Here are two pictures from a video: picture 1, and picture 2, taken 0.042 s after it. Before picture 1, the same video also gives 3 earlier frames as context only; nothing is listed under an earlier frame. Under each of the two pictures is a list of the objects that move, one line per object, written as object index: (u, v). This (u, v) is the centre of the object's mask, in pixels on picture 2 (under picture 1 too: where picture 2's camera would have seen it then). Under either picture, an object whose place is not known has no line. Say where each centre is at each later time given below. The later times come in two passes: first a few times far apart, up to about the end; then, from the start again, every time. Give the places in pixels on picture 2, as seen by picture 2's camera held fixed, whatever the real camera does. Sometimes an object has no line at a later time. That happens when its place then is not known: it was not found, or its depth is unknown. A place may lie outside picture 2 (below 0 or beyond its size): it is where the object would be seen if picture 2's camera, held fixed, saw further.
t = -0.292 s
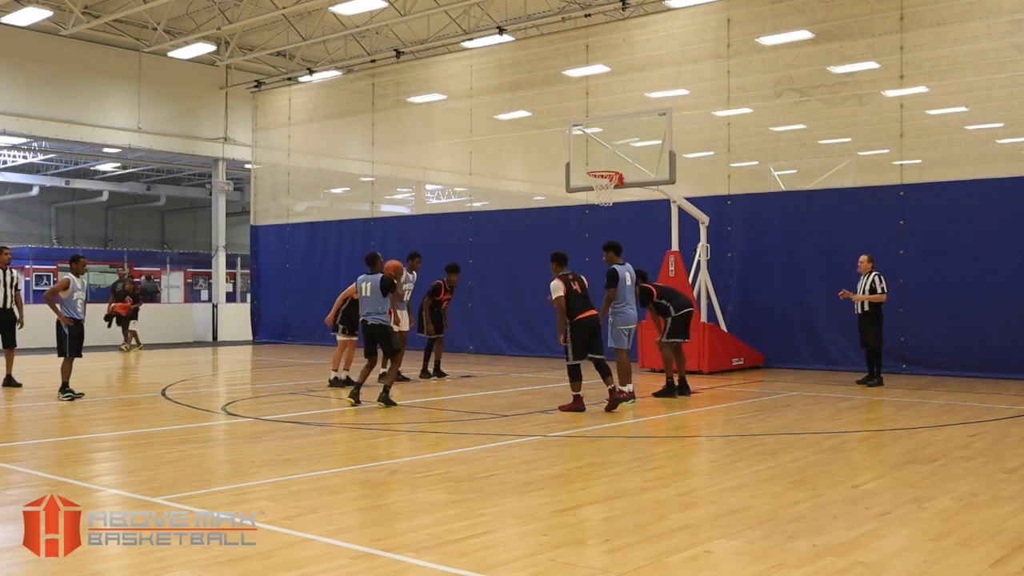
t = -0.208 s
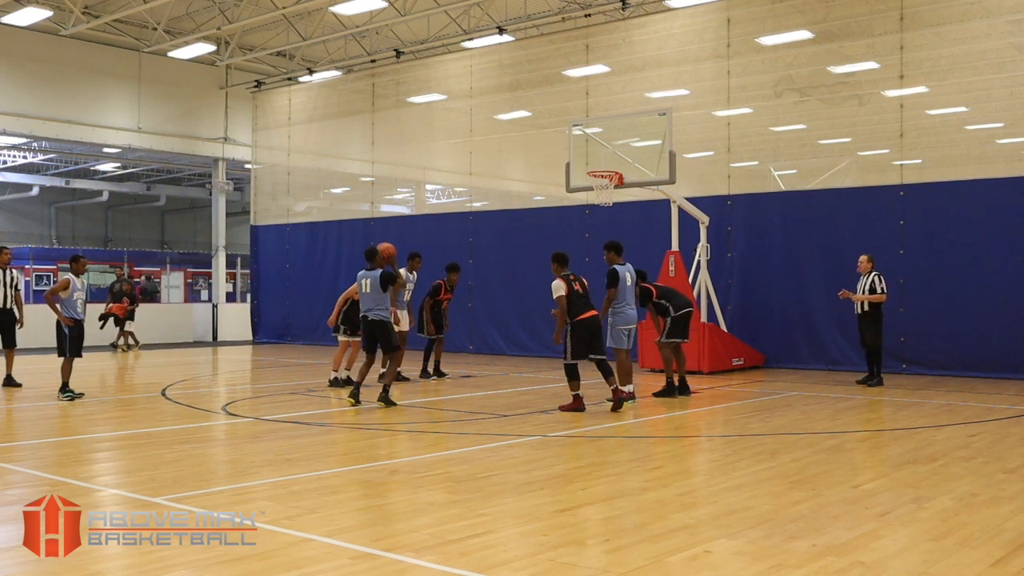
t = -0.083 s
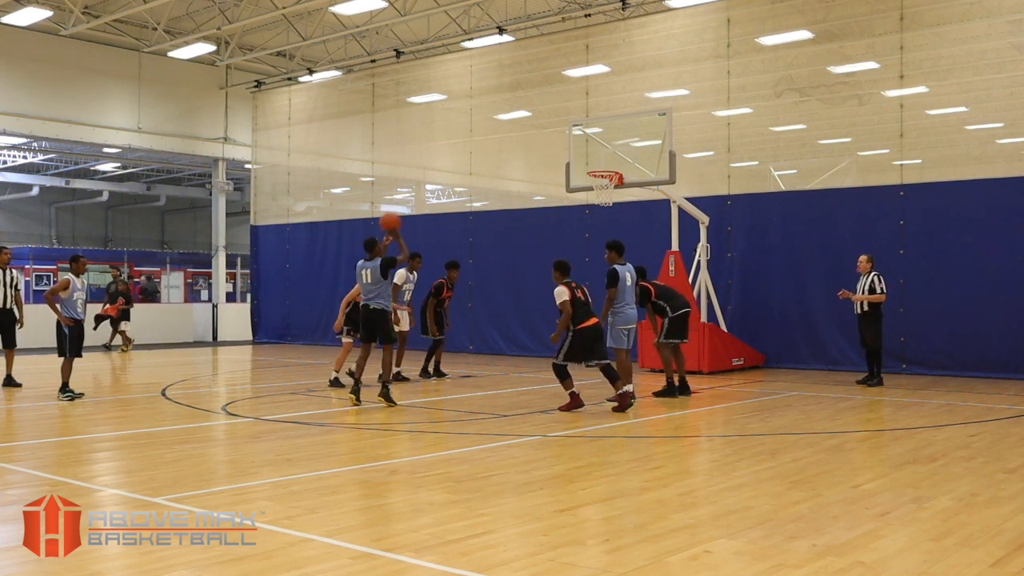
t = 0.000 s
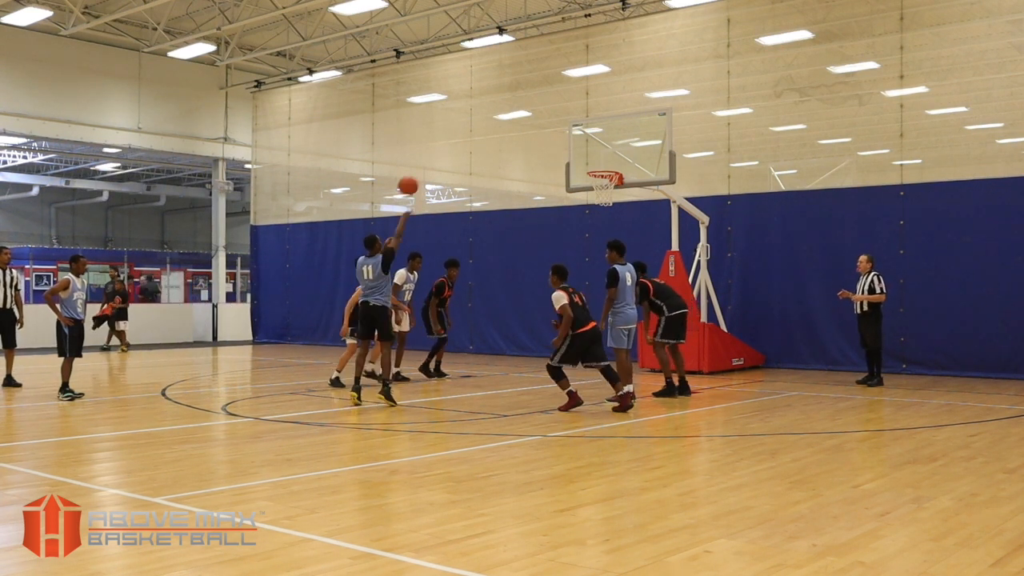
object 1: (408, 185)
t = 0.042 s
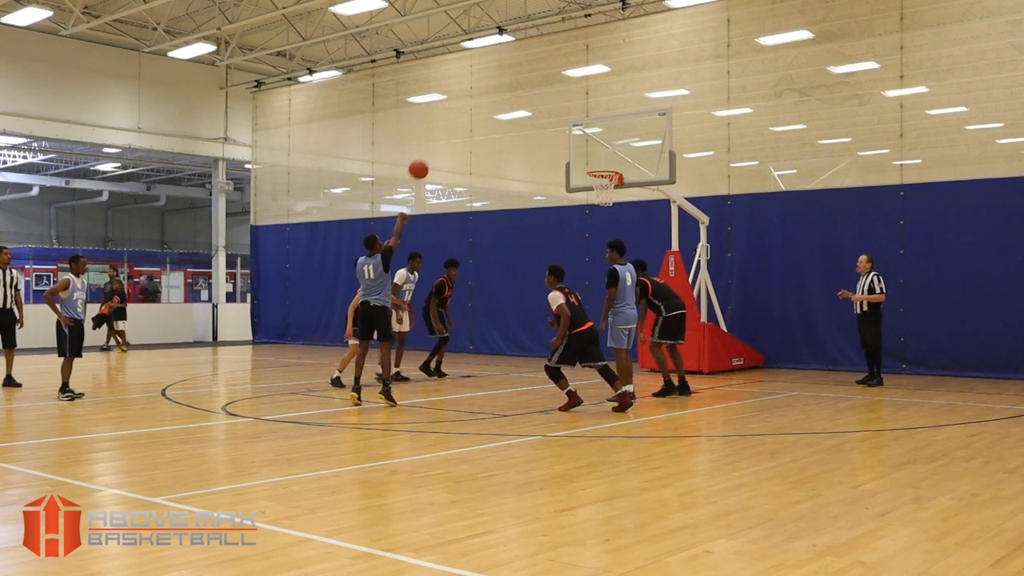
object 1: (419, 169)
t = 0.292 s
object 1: (480, 106)
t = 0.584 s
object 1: (538, 99)
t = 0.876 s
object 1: (588, 148)
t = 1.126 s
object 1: (610, 208)
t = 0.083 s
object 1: (429, 155)
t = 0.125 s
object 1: (440, 142)
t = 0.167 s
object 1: (450, 131)
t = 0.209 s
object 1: (459, 121)
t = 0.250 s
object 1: (469, 113)
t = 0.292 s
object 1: (480, 106)
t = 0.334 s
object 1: (487, 102)
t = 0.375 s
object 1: (496, 98)
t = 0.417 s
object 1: (505, 96)
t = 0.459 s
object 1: (513, 94)
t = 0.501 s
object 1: (521, 94)
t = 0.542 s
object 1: (529, 96)
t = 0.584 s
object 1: (538, 99)
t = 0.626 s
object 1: (545, 102)
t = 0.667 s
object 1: (553, 107)
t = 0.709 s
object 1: (560, 113)
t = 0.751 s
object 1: (568, 120)
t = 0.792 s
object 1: (574, 128)
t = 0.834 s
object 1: (582, 137)
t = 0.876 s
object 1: (588, 148)
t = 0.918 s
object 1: (595, 159)
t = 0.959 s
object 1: (601, 169)
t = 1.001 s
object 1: (605, 180)
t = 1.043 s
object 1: (608, 192)
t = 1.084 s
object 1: (609, 199)
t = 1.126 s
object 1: (610, 208)
